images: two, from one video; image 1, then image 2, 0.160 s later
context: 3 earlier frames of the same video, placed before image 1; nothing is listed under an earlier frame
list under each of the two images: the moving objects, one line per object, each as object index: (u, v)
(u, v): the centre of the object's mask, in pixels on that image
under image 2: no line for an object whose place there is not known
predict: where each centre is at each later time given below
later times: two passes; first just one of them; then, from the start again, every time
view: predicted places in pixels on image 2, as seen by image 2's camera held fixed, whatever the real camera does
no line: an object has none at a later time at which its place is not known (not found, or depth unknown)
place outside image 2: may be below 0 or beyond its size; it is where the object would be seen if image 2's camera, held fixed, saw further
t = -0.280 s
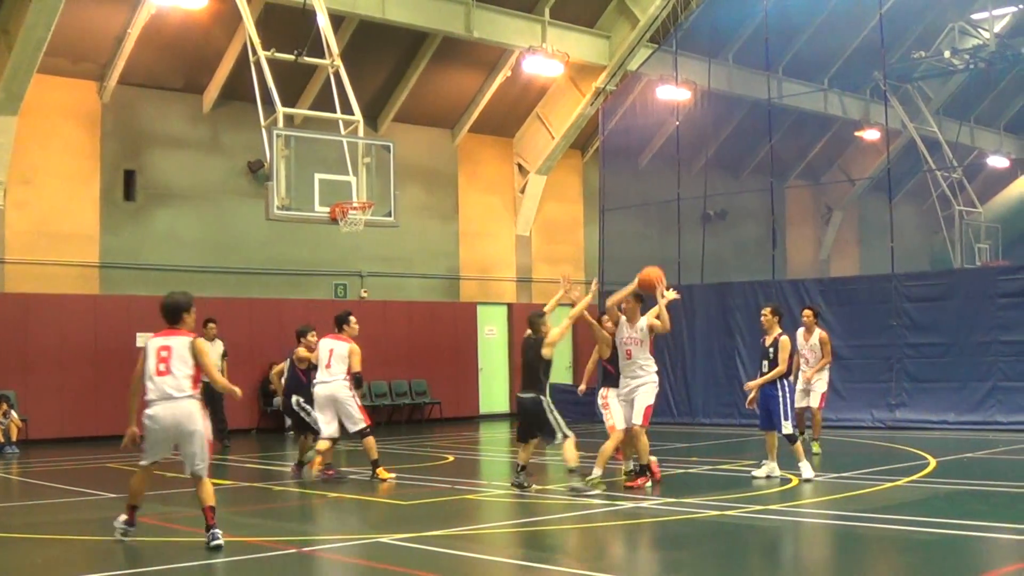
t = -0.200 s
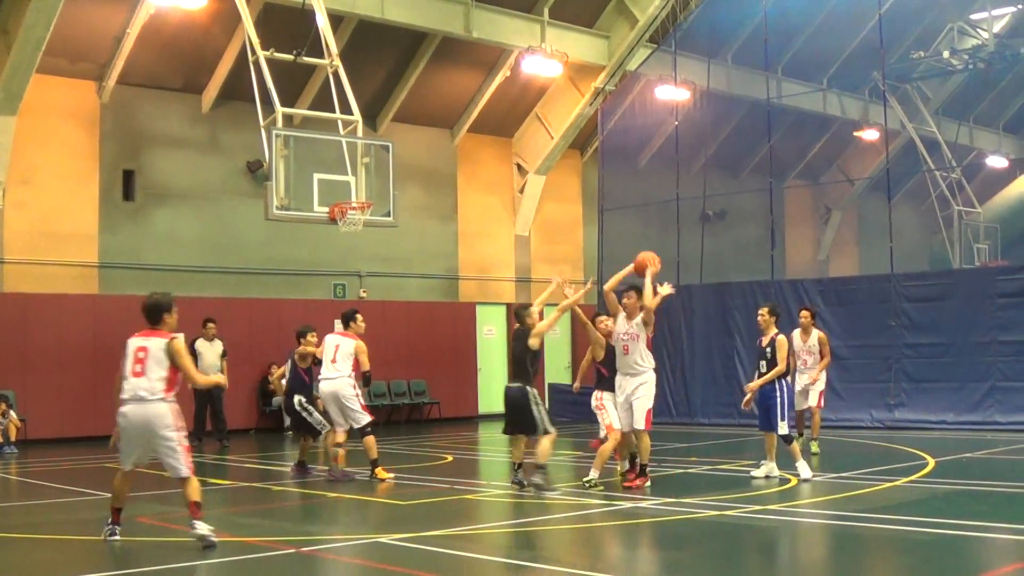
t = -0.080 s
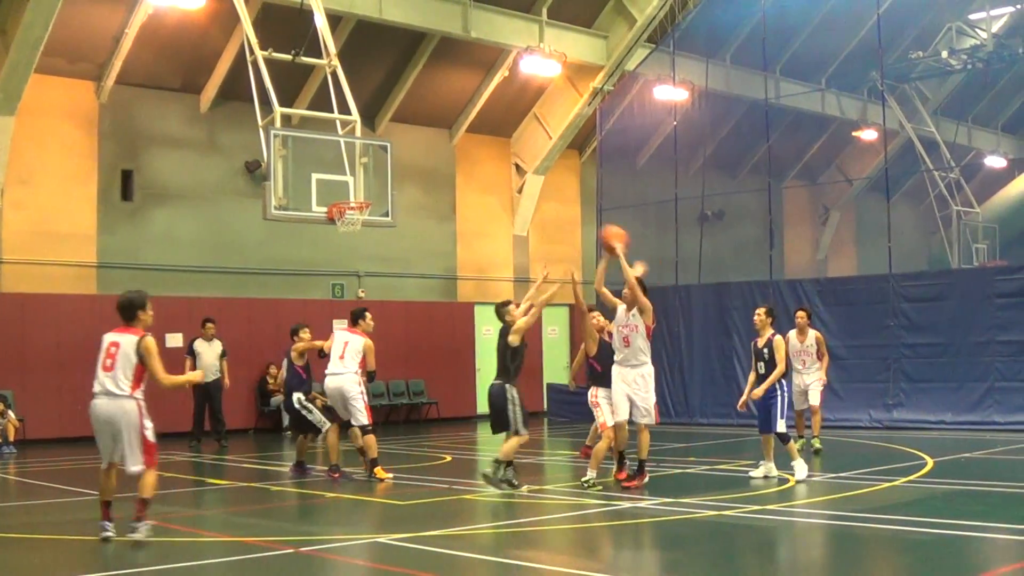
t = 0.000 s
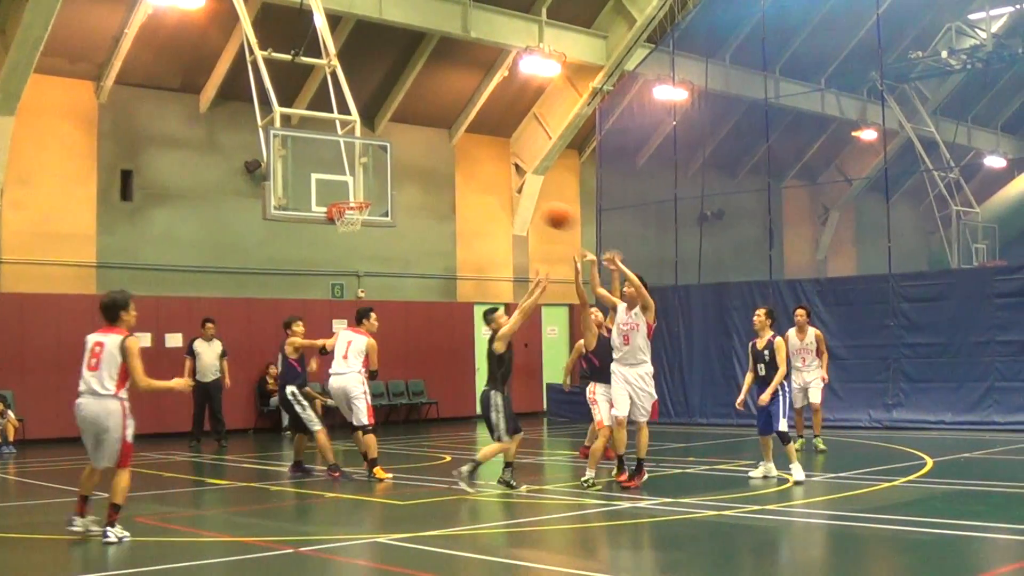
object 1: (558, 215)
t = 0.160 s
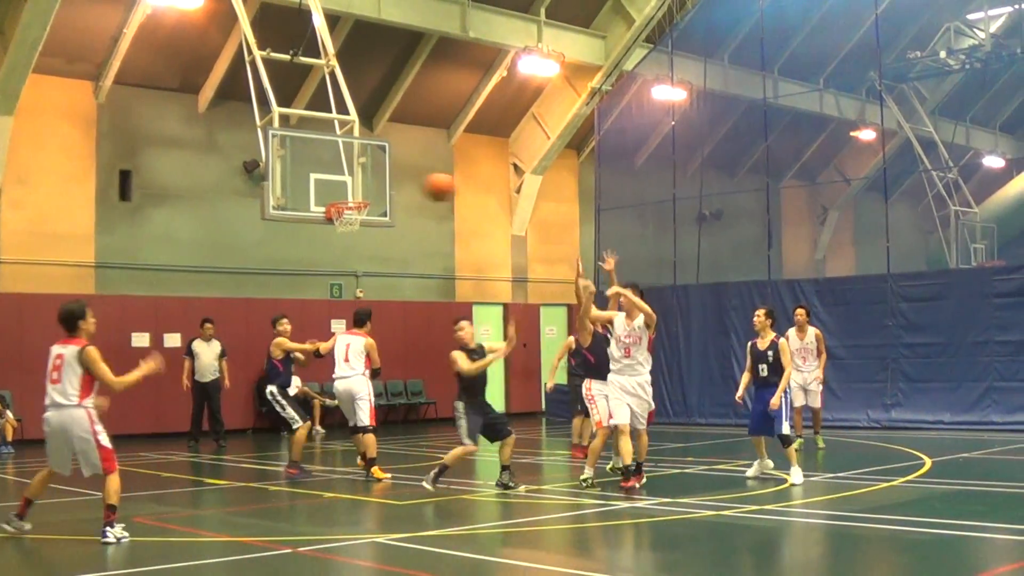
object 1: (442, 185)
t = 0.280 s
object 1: (345, 184)
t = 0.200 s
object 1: (410, 183)
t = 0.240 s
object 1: (378, 183)
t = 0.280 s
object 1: (345, 184)
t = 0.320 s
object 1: (311, 188)
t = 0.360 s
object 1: (278, 193)
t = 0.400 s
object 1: (244, 199)
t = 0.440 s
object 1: (211, 207)
